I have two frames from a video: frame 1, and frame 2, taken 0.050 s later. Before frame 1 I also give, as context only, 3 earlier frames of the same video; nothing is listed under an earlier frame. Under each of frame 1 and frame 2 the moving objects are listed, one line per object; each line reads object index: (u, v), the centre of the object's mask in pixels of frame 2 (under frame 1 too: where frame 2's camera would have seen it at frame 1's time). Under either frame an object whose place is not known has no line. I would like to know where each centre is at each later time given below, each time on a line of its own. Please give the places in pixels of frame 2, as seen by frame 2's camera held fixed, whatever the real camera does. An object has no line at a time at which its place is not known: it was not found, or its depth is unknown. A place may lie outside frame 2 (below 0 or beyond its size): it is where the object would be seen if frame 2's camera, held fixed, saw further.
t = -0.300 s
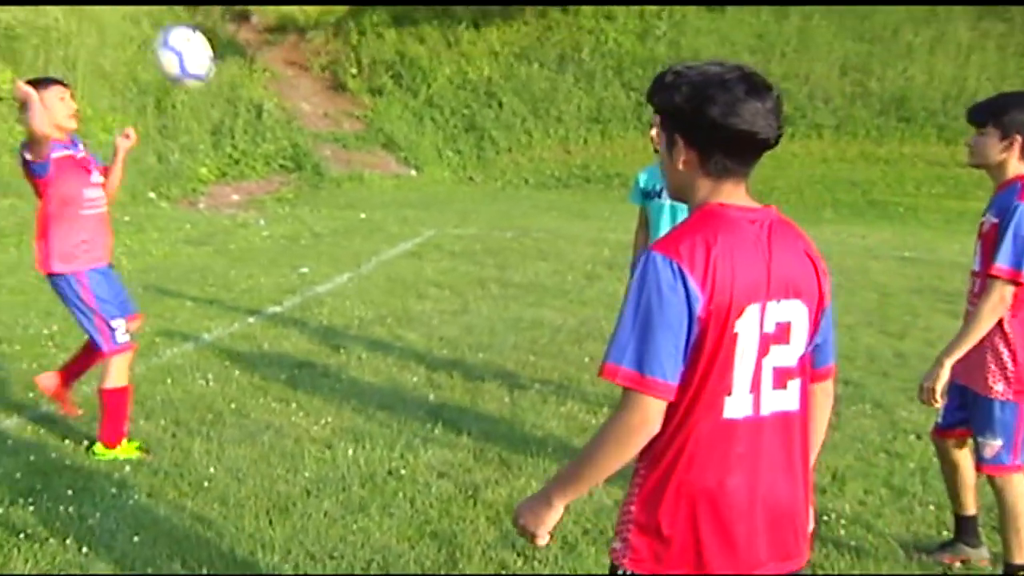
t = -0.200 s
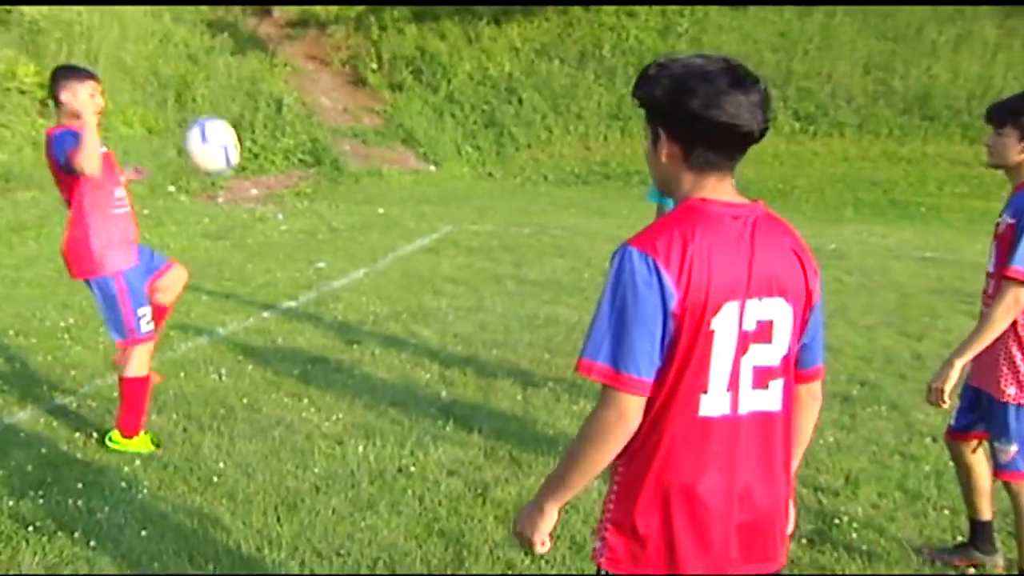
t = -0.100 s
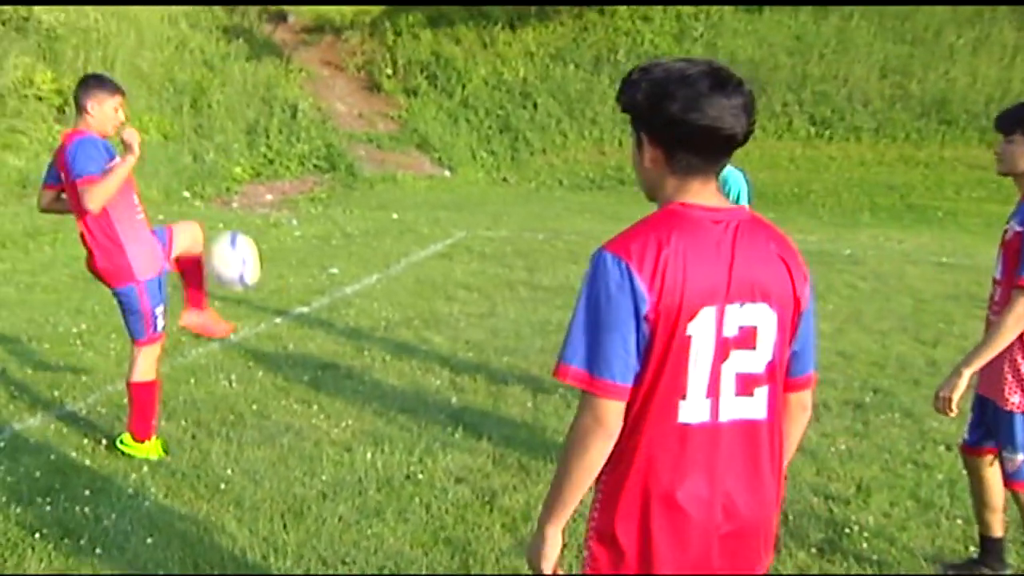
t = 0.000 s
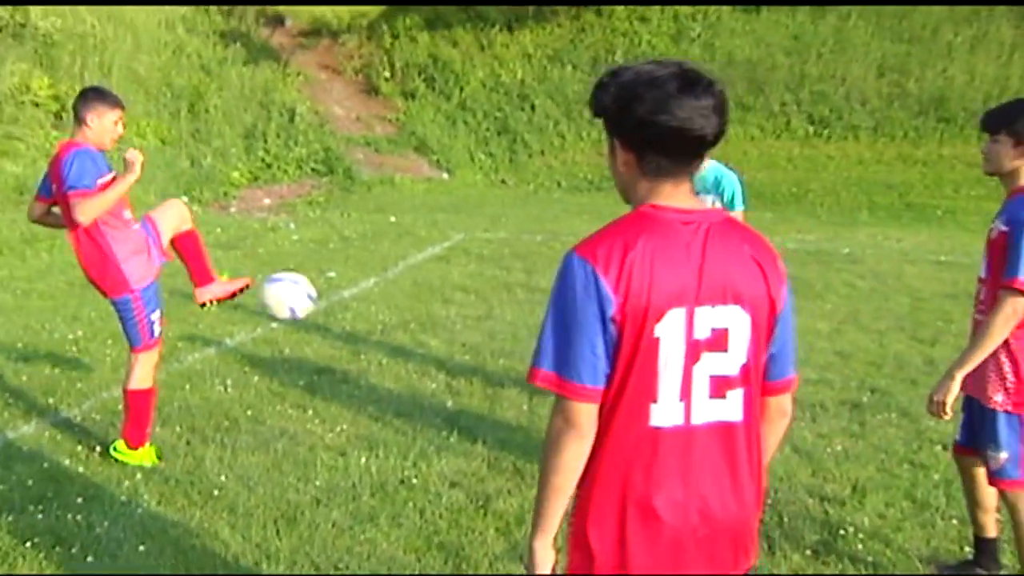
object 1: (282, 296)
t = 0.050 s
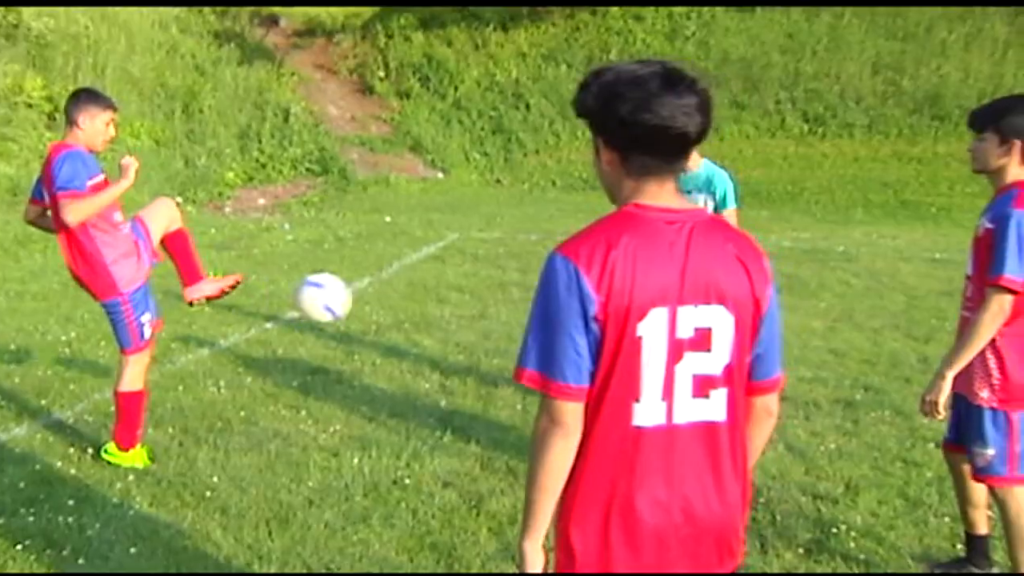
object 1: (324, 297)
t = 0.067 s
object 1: (338, 299)
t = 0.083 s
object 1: (353, 302)
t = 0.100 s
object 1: (368, 305)
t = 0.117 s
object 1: (382, 308)
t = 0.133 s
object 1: (396, 313)
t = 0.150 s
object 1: (410, 318)
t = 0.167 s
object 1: (425, 324)
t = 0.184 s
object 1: (441, 330)
